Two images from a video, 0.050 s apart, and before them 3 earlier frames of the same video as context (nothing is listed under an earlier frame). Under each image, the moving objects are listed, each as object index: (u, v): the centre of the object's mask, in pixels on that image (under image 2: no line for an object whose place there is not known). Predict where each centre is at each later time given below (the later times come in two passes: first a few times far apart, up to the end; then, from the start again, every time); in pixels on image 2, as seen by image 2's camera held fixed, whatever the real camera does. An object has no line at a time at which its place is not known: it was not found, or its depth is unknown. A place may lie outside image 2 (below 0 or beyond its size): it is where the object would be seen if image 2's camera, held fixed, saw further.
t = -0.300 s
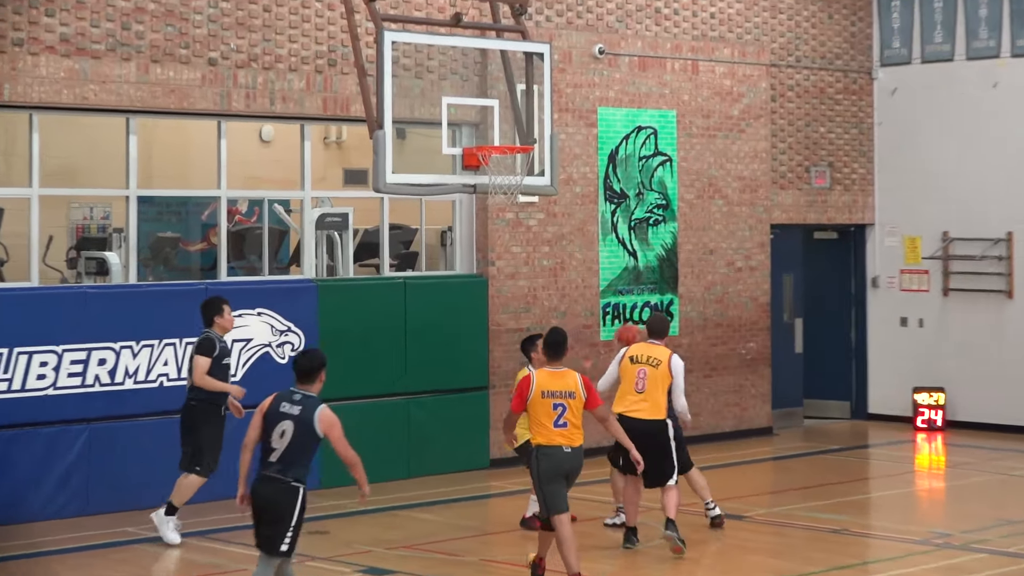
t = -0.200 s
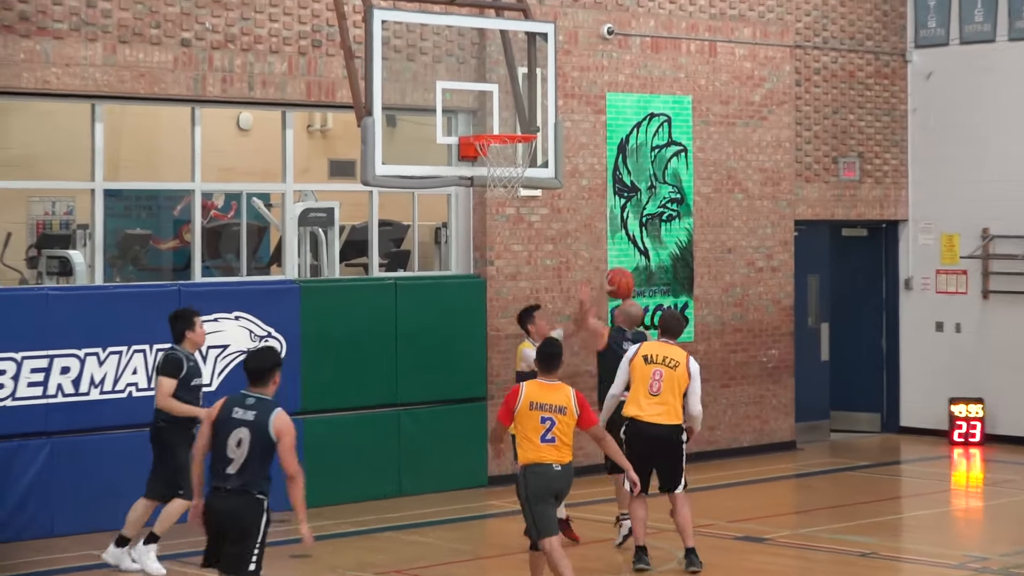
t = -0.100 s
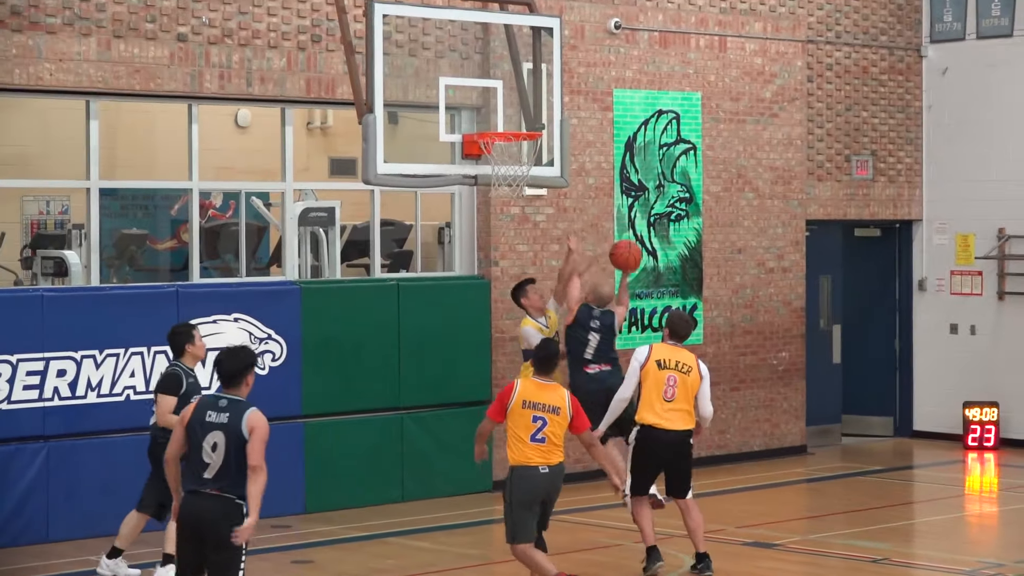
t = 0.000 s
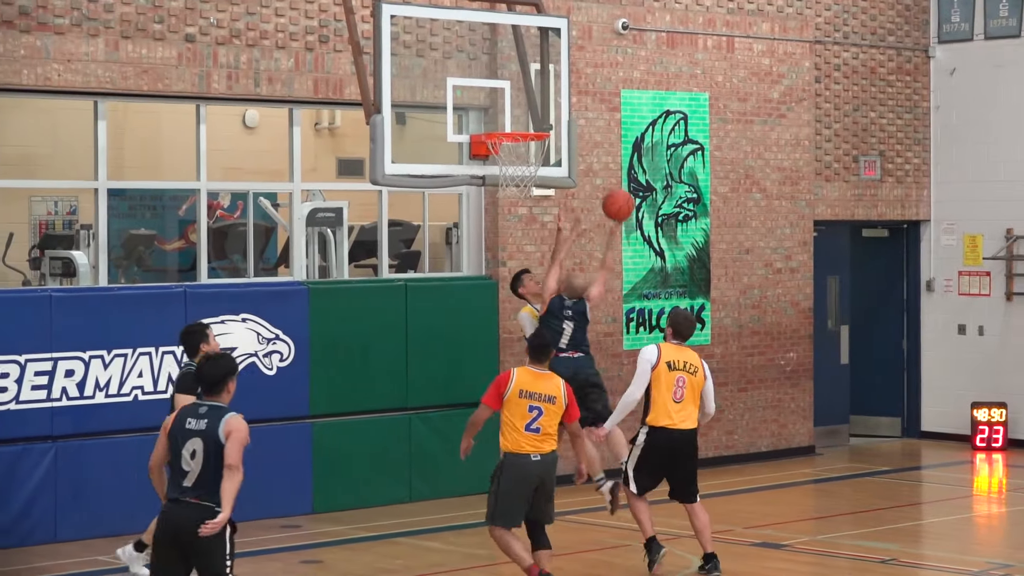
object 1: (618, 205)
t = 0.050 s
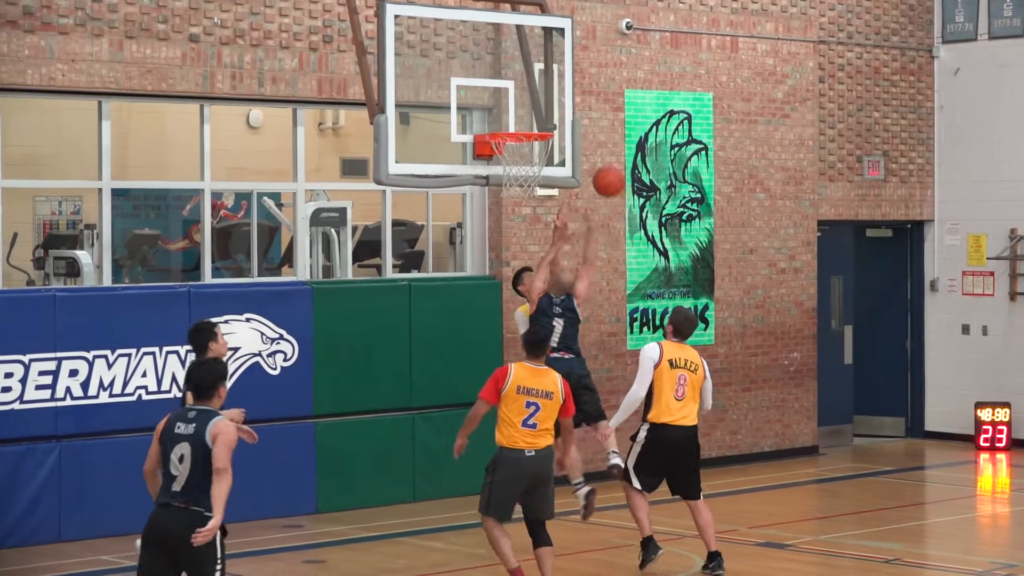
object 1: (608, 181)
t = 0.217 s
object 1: (564, 124)
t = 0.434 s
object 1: (523, 108)
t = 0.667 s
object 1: (534, 107)
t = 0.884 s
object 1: (537, 118)
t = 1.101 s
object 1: (518, 144)
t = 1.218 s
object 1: (505, 170)
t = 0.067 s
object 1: (604, 174)
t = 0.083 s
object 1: (599, 167)
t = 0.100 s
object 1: (595, 160)
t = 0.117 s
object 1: (590, 154)
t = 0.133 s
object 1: (586, 148)
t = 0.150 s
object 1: (582, 143)
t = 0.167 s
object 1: (577, 137)
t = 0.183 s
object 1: (573, 133)
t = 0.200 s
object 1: (568, 128)
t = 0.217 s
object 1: (564, 124)
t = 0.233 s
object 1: (559, 120)
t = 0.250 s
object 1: (555, 117)
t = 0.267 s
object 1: (550, 114)
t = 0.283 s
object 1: (546, 112)
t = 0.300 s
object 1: (541, 110)
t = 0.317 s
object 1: (537, 108)
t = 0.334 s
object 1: (532, 107)
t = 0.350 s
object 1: (528, 106)
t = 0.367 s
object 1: (523, 105)
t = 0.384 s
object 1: (522, 105)
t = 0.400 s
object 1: (522, 106)
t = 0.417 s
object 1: (523, 107)
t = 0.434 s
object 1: (523, 108)
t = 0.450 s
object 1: (524, 110)
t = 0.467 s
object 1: (524, 112)
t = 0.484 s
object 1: (525, 115)
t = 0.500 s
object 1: (525, 117)
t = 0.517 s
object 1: (526, 117)
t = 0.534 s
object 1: (527, 115)
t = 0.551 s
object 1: (528, 113)
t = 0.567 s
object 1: (529, 111)
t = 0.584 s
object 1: (530, 109)
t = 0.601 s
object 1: (531, 108)
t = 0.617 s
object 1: (532, 107)
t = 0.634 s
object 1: (532, 107)
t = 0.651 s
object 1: (533, 107)
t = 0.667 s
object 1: (534, 107)
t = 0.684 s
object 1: (536, 108)
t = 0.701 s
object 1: (537, 108)
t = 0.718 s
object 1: (537, 110)
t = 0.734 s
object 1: (538, 112)
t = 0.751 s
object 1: (539, 114)
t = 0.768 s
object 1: (540, 116)
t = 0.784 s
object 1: (541, 118)
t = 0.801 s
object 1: (541, 119)
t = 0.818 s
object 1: (541, 118)
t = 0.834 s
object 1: (539, 118)
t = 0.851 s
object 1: (538, 118)
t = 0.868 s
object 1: (538, 118)
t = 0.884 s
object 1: (537, 118)
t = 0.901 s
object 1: (536, 118)
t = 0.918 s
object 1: (535, 119)
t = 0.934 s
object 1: (534, 120)
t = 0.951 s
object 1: (533, 121)
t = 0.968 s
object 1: (532, 122)
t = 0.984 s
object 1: (531, 128)
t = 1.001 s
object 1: (529, 129)
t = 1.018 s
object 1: (527, 132)
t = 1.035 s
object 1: (525, 133)
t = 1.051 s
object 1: (523, 136)
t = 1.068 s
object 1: (521, 139)
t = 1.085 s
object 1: (519, 141)
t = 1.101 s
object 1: (518, 144)
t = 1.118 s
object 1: (516, 148)
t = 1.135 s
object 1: (514, 151)
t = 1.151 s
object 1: (511, 153)
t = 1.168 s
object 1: (508, 158)
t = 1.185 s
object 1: (507, 161)
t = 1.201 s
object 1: (505, 165)
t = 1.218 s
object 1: (505, 170)
